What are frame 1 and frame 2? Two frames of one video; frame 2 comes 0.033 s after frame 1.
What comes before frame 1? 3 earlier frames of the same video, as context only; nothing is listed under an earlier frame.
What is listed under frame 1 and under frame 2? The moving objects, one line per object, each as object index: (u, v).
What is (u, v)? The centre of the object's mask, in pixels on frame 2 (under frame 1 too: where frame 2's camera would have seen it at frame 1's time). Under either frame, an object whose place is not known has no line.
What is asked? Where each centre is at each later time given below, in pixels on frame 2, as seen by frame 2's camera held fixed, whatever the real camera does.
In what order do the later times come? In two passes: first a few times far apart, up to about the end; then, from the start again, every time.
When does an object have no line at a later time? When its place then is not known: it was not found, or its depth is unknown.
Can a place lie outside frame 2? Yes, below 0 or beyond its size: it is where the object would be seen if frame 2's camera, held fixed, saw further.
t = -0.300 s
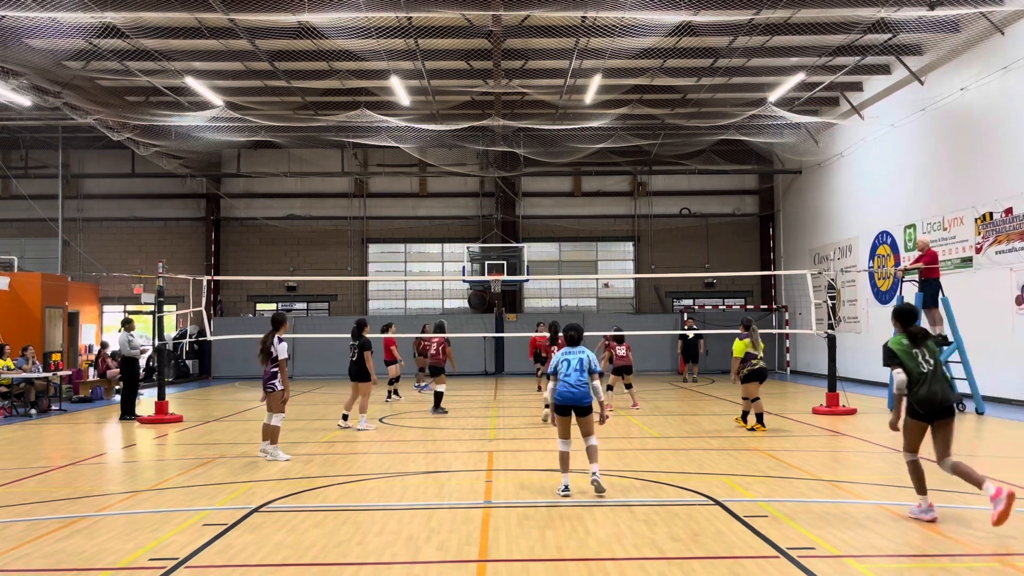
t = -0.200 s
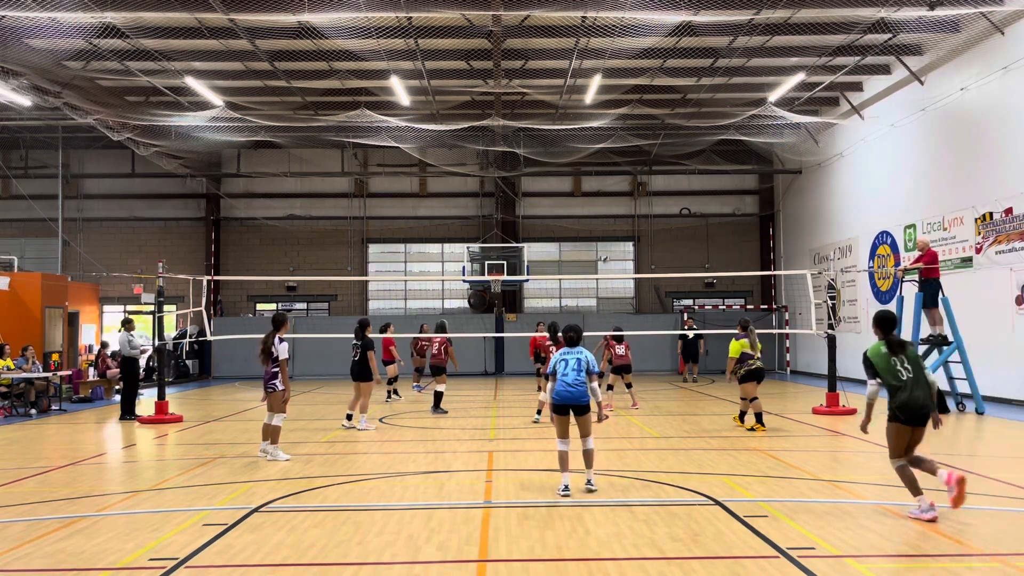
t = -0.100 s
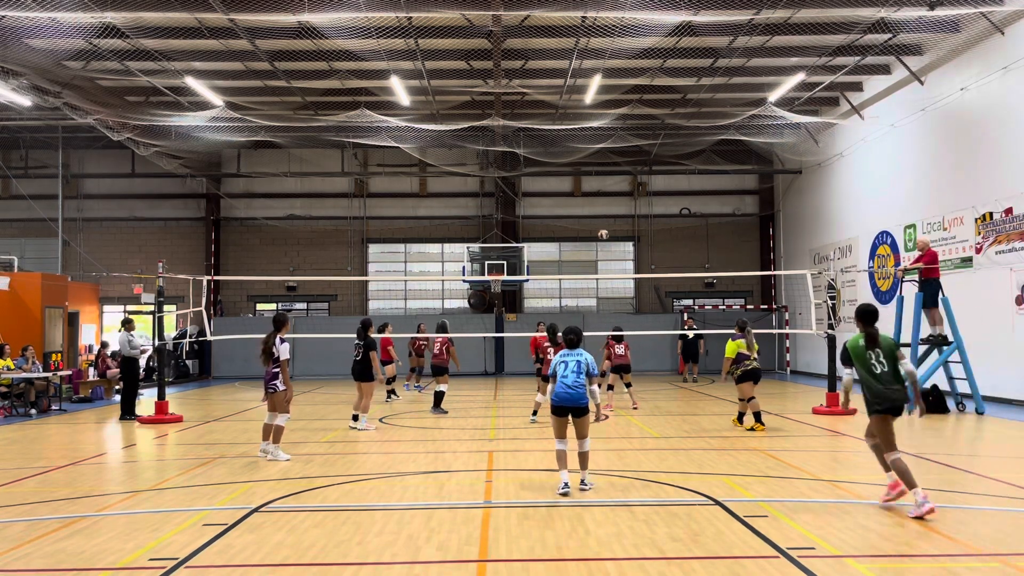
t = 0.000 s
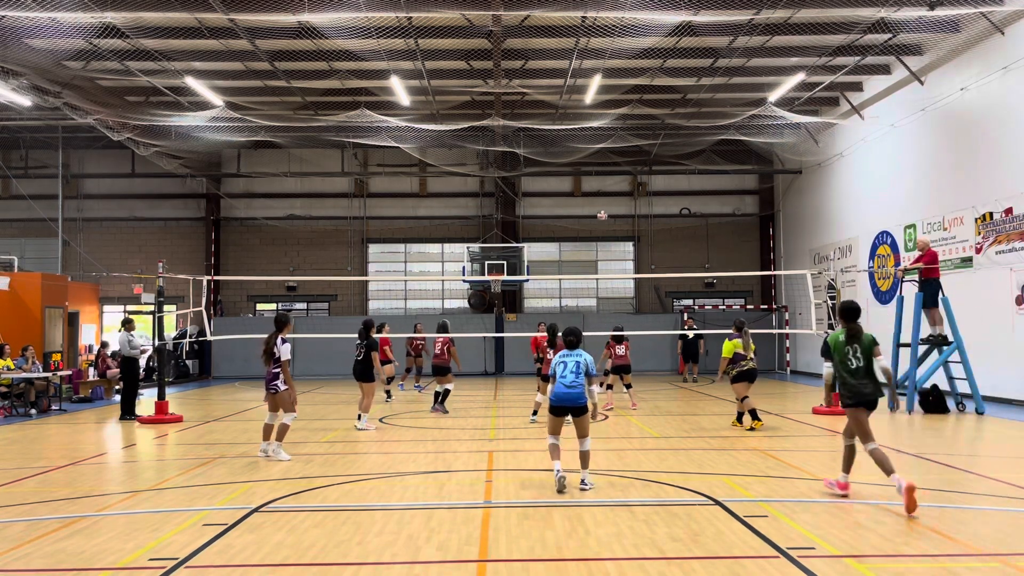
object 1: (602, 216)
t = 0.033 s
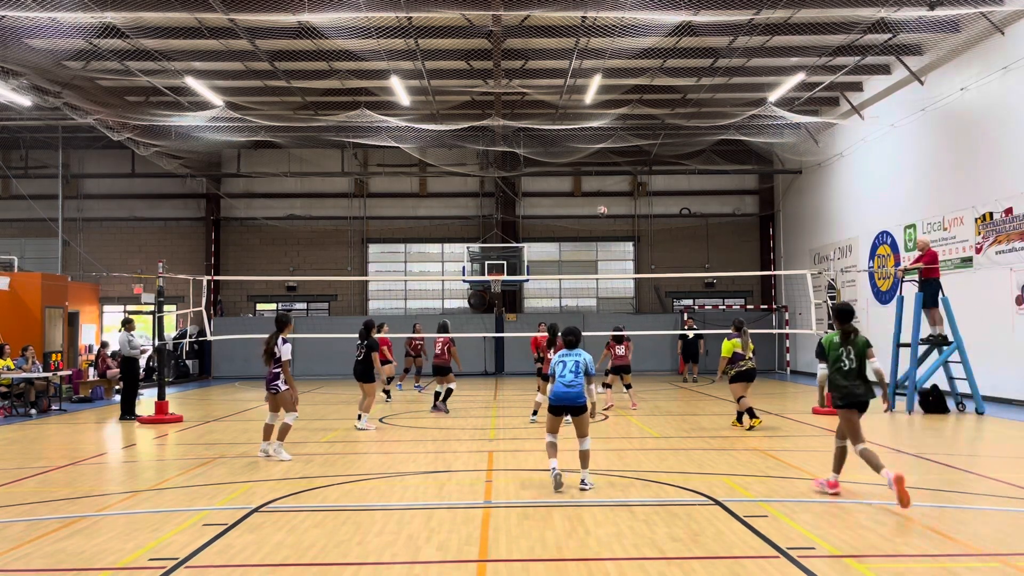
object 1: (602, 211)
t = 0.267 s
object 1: (599, 189)
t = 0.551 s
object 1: (597, 197)
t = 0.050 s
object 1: (602, 208)
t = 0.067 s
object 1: (601, 206)
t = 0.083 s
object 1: (601, 203)
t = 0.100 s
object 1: (601, 201)
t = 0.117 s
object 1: (601, 200)
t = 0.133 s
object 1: (601, 198)
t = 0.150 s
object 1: (601, 196)
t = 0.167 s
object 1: (601, 195)
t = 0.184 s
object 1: (600, 193)
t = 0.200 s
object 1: (600, 192)
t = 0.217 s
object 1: (600, 192)
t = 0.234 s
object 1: (600, 190)
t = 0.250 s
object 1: (600, 190)
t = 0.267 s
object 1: (599, 189)
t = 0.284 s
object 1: (599, 188)
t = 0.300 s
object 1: (599, 188)
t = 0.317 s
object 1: (599, 187)
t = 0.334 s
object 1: (599, 187)
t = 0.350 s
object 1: (599, 187)
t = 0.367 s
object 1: (599, 187)
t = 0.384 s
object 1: (599, 187)
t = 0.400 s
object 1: (598, 188)
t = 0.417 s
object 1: (598, 188)
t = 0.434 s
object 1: (598, 189)
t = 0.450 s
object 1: (598, 190)
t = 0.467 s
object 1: (598, 191)
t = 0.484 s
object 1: (598, 191)
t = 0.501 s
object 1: (598, 192)
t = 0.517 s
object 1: (597, 195)
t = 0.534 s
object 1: (597, 195)
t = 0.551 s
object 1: (597, 197)
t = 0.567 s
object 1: (597, 198)
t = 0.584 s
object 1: (597, 200)
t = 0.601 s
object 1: (597, 202)
